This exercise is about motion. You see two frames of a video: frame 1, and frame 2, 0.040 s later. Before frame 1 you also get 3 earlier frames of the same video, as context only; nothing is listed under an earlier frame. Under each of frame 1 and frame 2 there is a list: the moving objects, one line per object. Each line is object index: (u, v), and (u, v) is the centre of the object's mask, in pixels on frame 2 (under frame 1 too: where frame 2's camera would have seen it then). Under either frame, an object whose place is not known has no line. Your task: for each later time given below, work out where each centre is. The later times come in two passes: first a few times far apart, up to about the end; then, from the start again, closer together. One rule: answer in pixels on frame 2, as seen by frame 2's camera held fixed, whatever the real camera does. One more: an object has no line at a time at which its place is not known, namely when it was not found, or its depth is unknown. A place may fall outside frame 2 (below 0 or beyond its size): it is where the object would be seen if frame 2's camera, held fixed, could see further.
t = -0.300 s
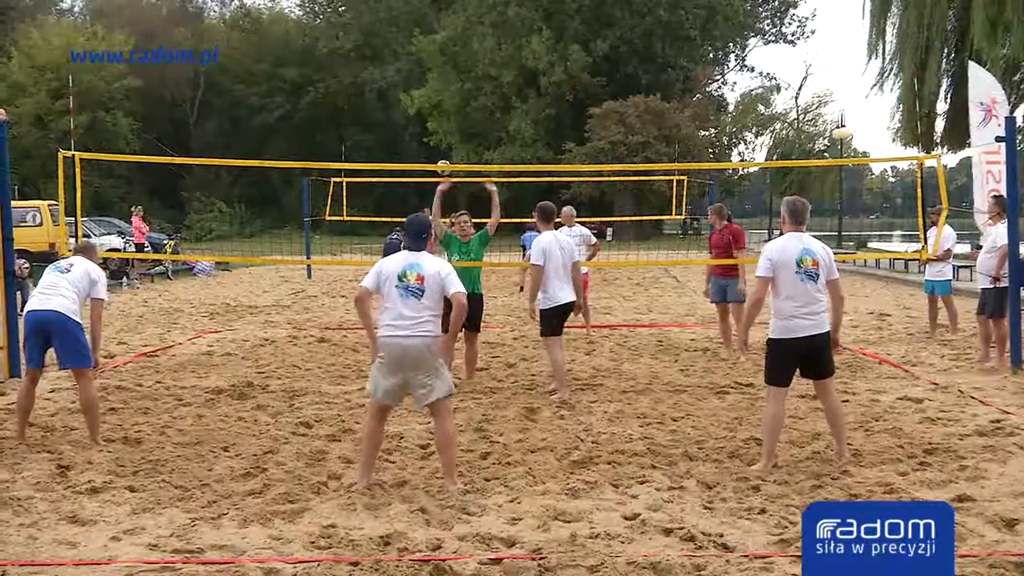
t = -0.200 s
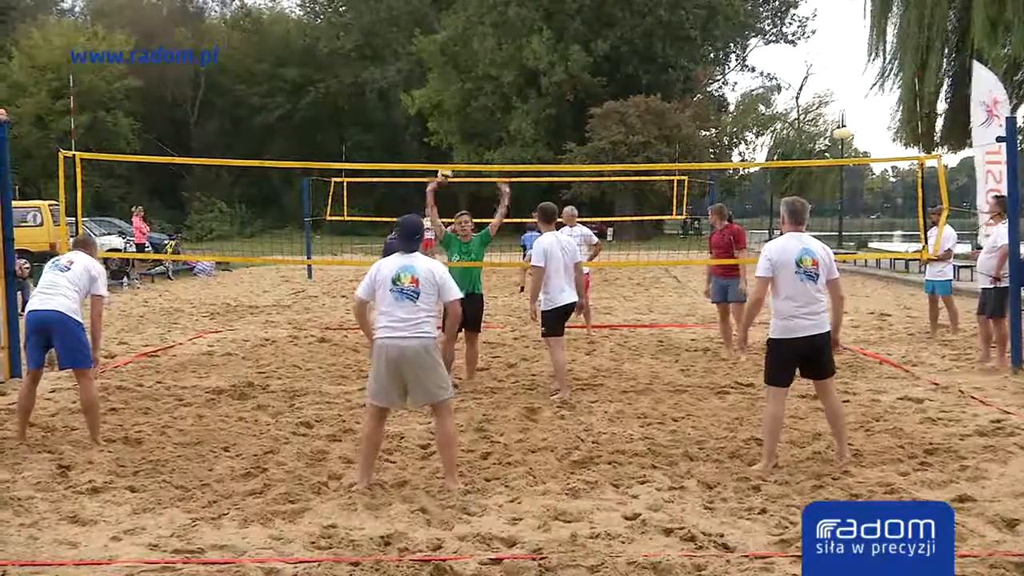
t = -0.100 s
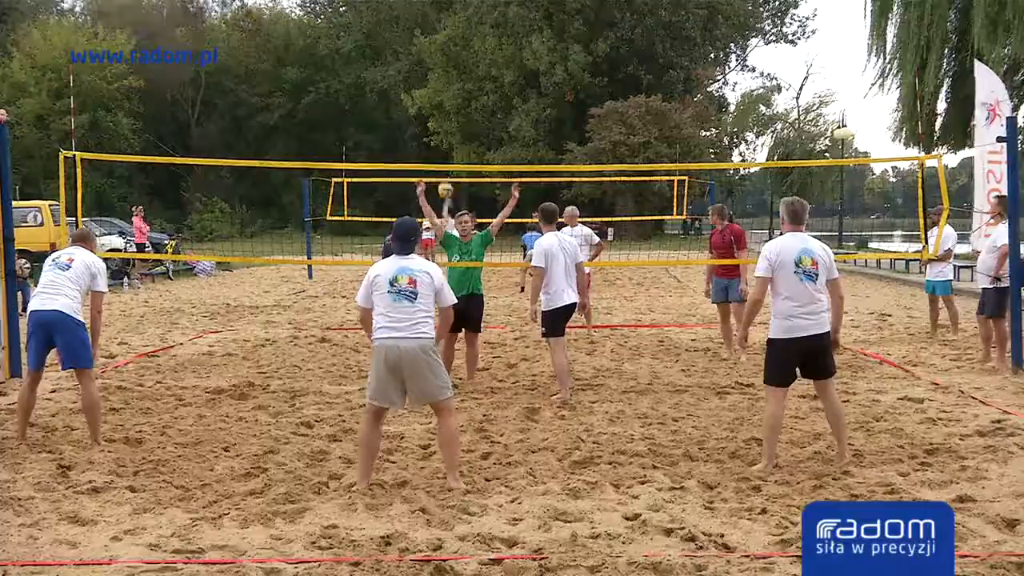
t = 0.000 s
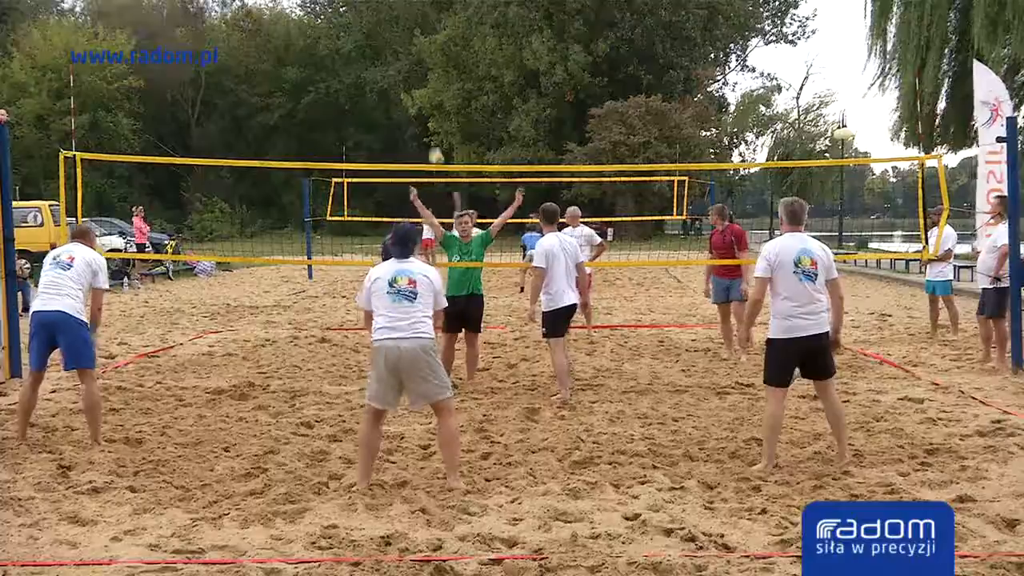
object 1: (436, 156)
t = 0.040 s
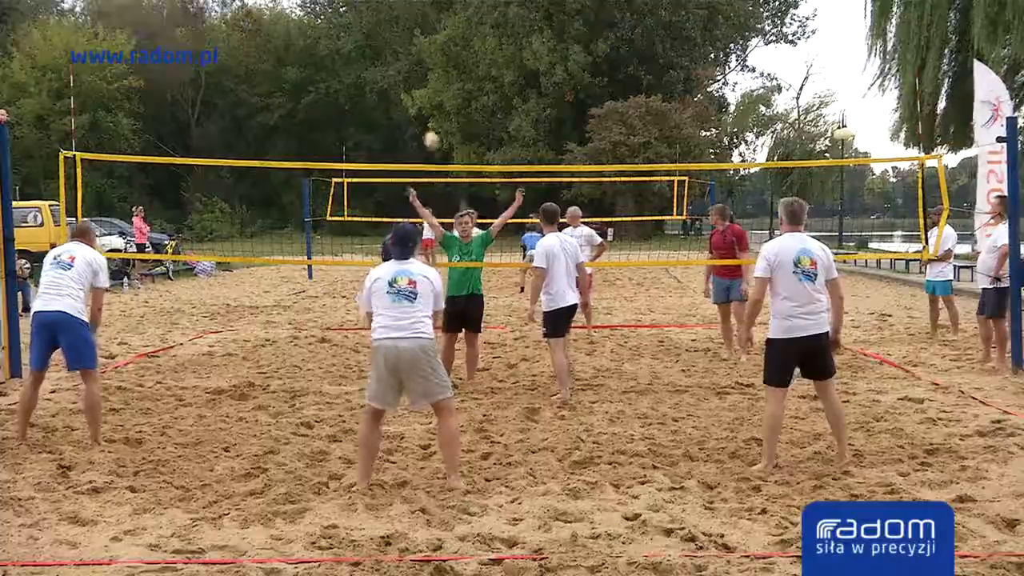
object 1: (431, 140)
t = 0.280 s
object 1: (402, 60)
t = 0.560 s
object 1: (356, 9)
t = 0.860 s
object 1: (294, 31)
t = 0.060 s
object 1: (429, 132)
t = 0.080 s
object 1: (426, 124)
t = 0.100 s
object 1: (424, 118)
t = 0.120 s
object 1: (423, 110)
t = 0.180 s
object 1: (415, 89)
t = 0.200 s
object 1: (412, 83)
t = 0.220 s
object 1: (410, 77)
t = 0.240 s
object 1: (407, 70)
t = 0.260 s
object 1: (405, 65)
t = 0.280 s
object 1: (402, 60)
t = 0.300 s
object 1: (399, 54)
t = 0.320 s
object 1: (396, 50)
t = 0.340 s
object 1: (393, 44)
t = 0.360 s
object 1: (391, 40)
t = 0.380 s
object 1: (387, 35)
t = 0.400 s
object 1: (384, 32)
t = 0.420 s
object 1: (381, 27)
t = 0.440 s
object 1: (378, 24)
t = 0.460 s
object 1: (374, 20)
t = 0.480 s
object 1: (370, 17)
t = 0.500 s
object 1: (367, 15)
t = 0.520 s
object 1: (364, 13)
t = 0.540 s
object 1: (360, 11)
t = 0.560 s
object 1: (356, 9)
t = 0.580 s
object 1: (352, 8)
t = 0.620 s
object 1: (346, 6)
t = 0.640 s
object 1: (342, 6)
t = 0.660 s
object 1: (338, 6)
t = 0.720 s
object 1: (325, 9)
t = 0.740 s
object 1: (320, 11)
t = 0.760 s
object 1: (317, 12)
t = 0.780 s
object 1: (311, 14)
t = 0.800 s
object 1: (307, 19)
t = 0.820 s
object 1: (302, 23)
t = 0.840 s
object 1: (298, 25)
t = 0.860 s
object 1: (294, 31)
